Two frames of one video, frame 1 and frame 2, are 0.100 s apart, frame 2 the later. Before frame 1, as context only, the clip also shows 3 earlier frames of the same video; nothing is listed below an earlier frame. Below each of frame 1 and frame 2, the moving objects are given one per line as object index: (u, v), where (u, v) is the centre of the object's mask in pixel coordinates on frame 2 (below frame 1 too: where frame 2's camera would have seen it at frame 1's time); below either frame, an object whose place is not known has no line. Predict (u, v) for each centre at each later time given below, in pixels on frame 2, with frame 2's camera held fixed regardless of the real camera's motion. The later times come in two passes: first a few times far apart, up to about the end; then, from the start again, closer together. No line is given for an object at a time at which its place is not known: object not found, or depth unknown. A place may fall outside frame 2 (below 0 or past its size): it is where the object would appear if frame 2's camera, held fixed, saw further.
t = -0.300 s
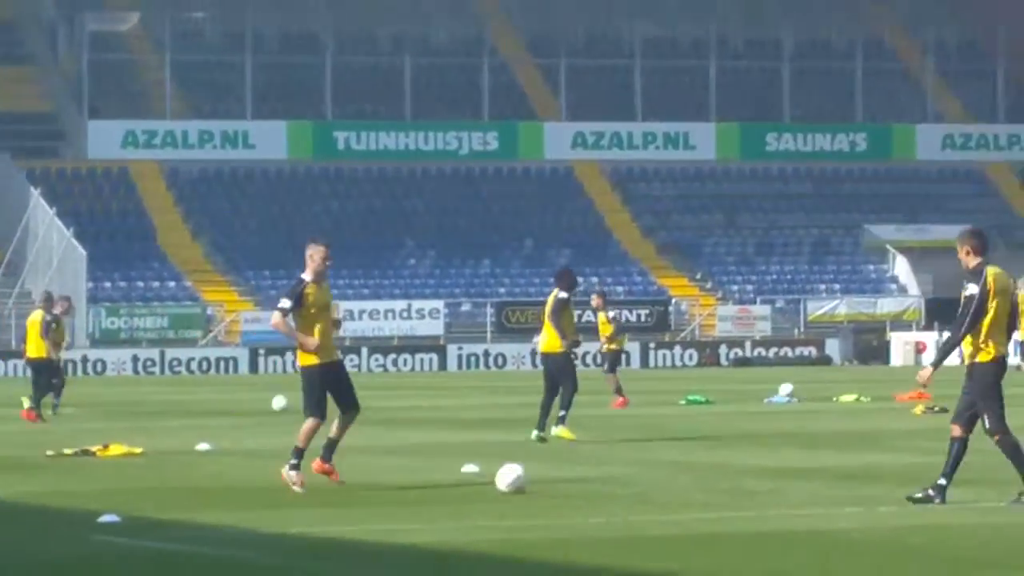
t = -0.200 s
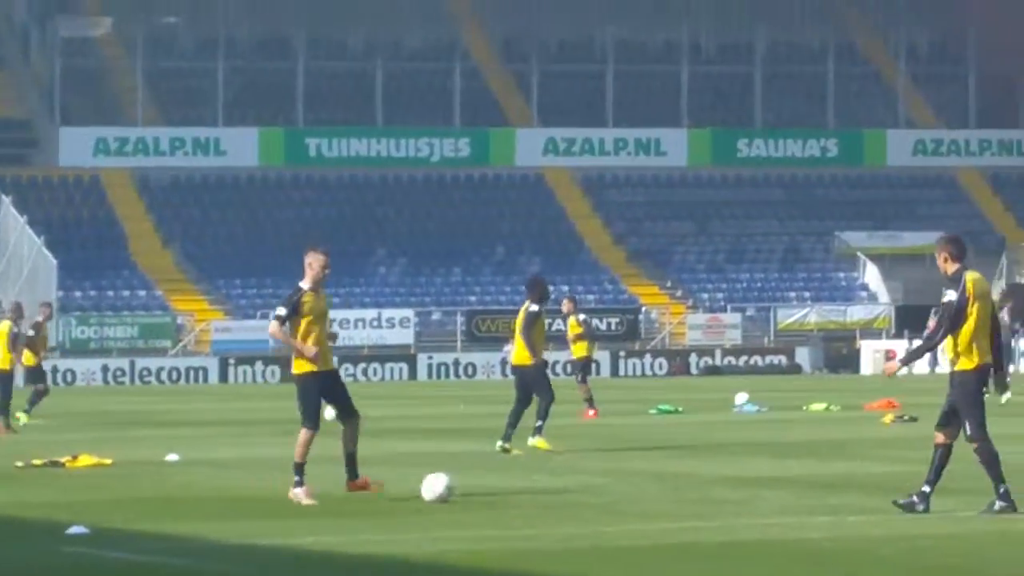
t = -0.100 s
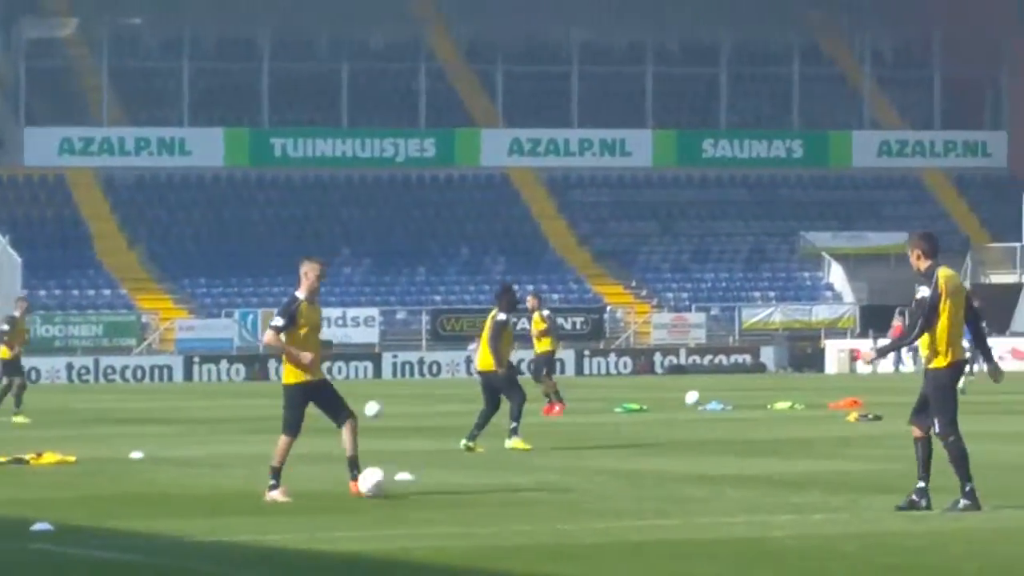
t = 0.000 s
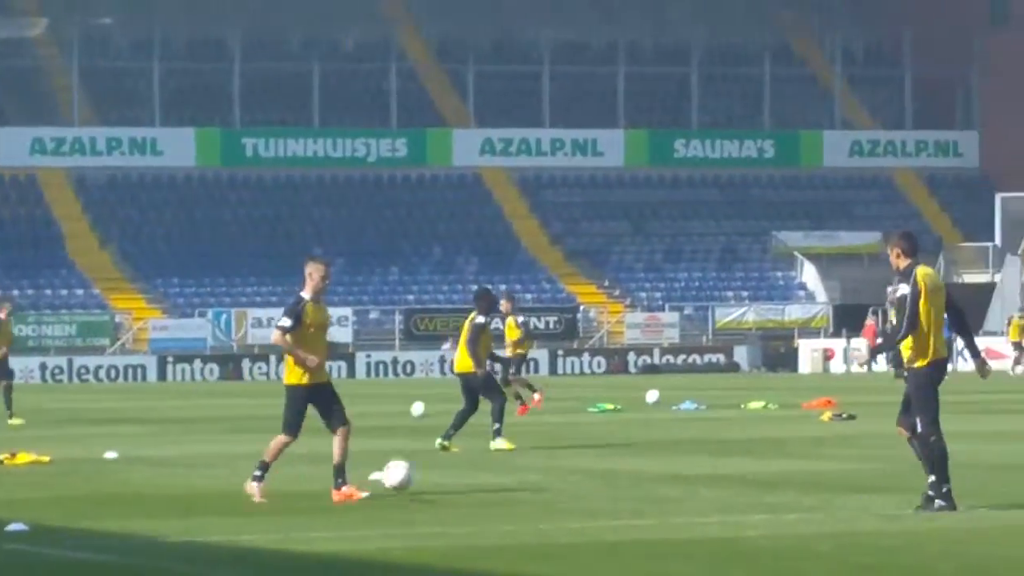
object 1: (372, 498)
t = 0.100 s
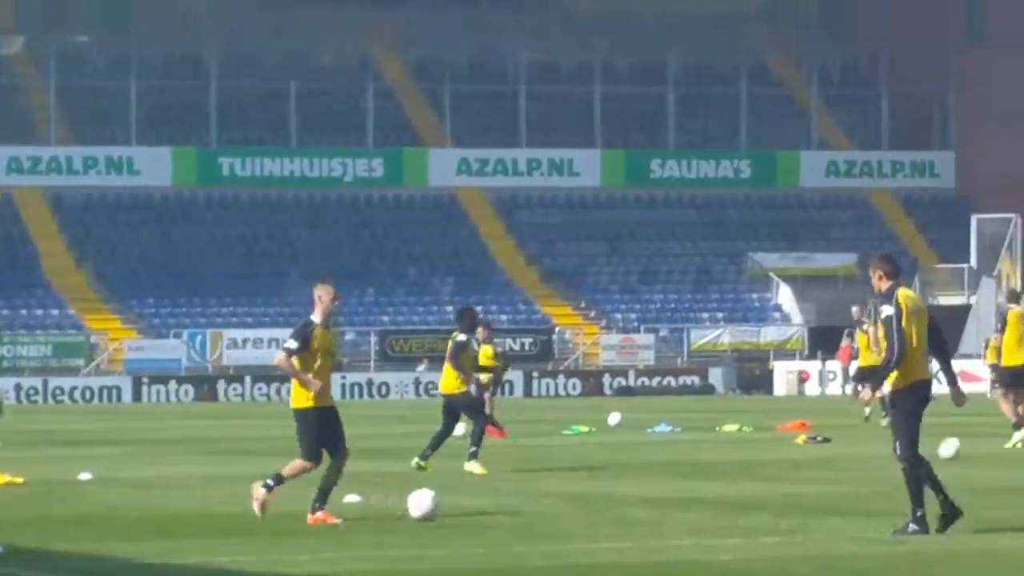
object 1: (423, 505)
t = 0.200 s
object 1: (474, 511)
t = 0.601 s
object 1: (635, 523)
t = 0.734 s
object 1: (674, 525)
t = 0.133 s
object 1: (441, 511)
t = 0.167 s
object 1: (458, 515)
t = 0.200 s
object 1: (474, 511)
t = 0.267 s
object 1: (502, 510)
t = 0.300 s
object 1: (517, 510)
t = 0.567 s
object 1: (623, 520)
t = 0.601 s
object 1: (635, 523)
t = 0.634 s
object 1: (645, 522)
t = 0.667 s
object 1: (656, 521)
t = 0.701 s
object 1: (664, 521)
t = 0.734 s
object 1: (674, 525)
